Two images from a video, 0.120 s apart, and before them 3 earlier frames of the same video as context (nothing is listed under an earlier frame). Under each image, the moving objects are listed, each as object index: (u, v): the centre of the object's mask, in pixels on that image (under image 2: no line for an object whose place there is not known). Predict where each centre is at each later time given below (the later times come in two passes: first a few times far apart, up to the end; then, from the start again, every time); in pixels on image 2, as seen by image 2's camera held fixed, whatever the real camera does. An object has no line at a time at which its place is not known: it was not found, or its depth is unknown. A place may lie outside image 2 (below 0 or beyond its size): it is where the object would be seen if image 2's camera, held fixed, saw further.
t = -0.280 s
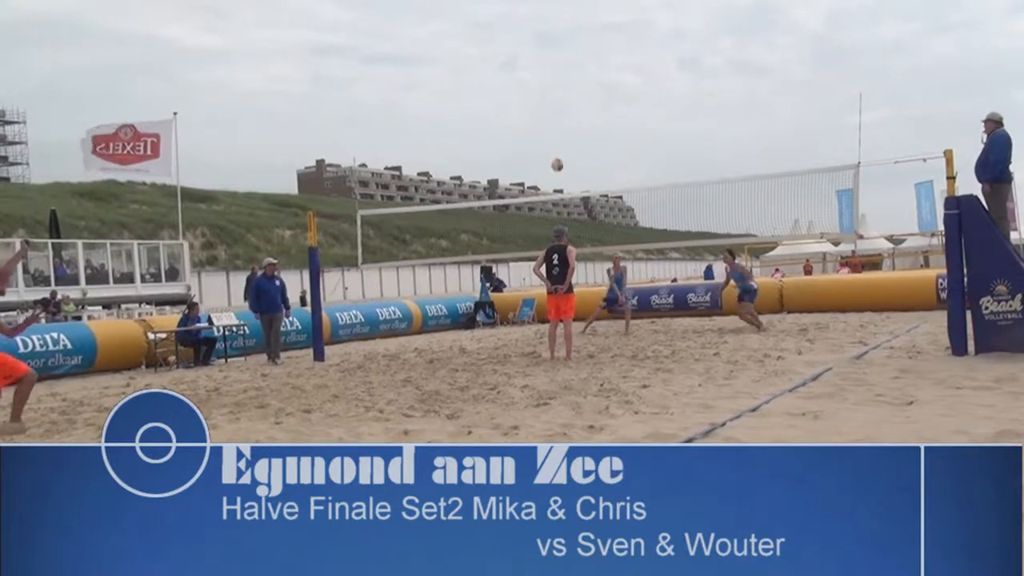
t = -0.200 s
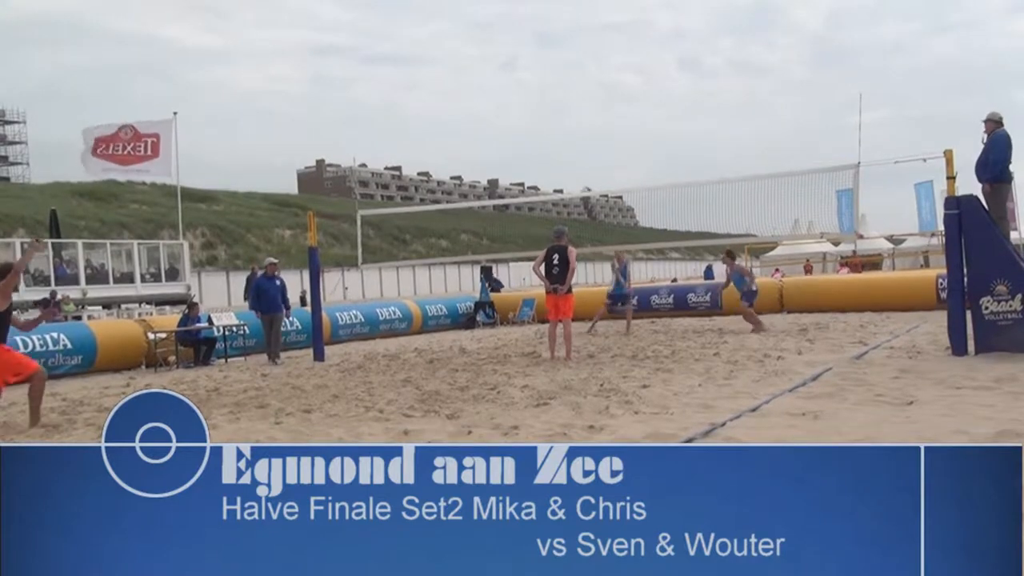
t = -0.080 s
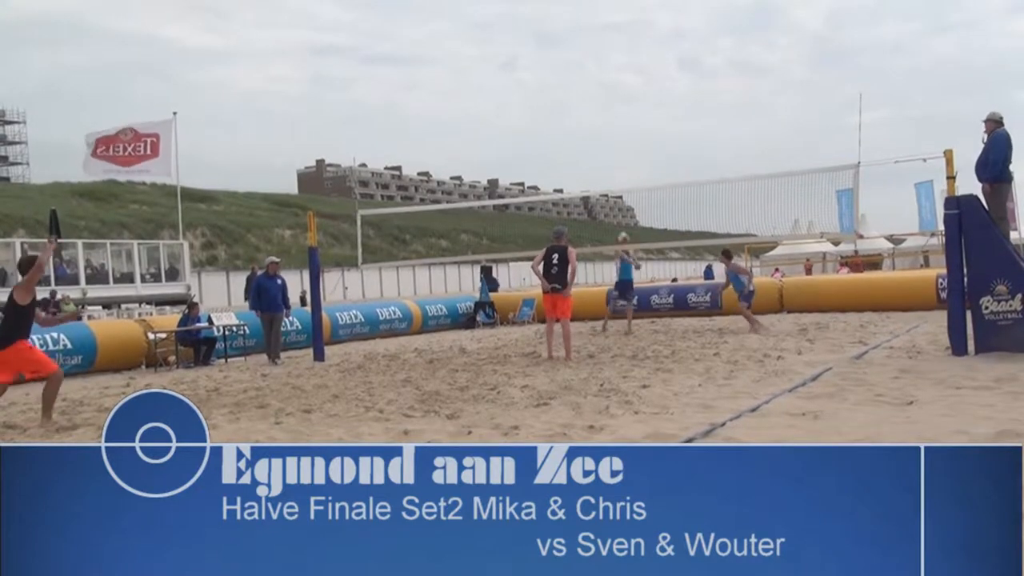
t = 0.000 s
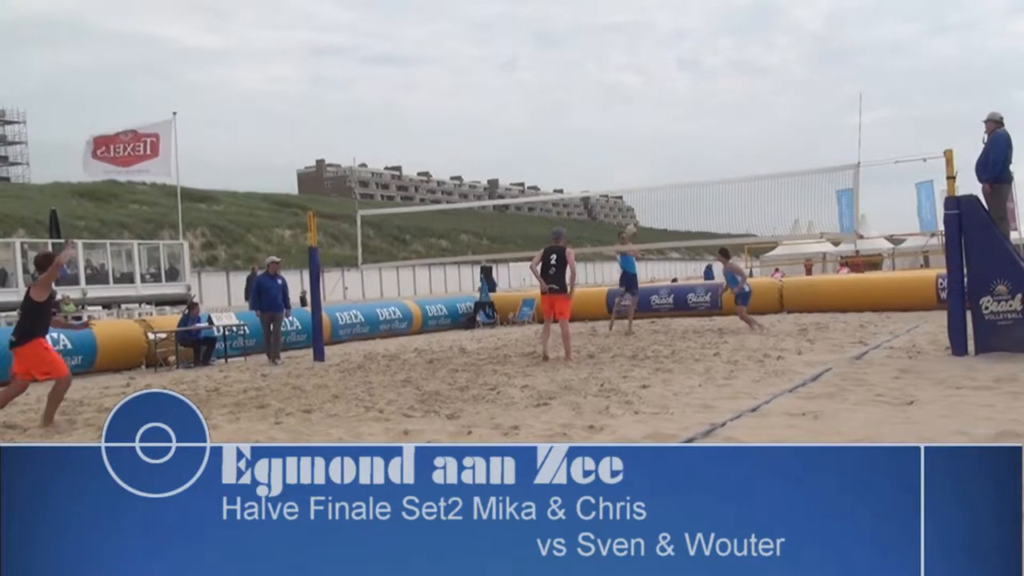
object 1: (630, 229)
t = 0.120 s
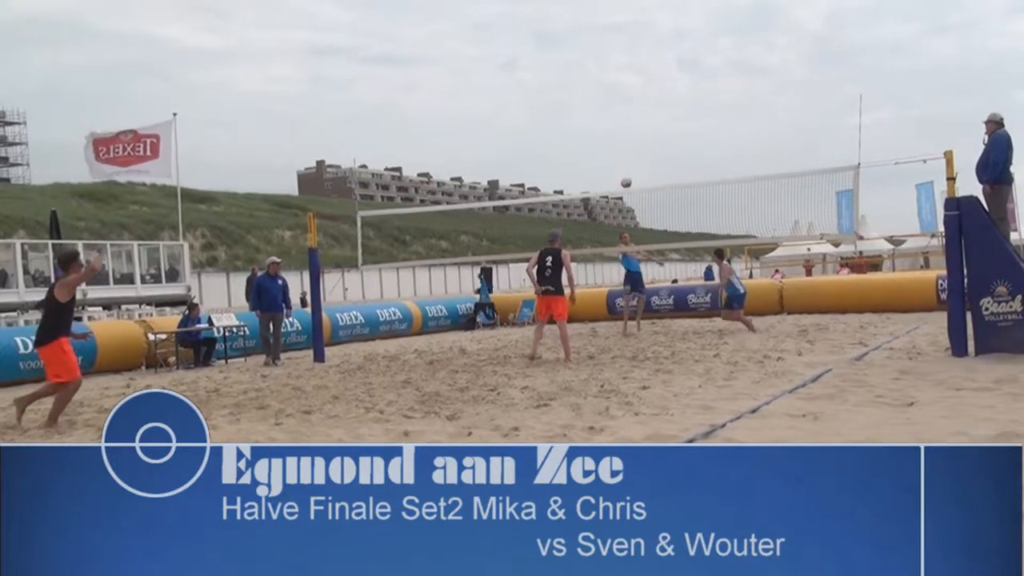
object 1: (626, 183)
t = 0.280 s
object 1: (618, 128)
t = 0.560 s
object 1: (600, 66)
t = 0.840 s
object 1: (581, 45)
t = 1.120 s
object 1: (558, 65)
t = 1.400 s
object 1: (533, 125)
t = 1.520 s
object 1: (521, 163)
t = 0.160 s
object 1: (624, 168)
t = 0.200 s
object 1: (622, 153)
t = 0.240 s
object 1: (620, 141)
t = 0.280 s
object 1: (618, 128)
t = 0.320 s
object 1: (616, 117)
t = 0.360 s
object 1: (613, 106)
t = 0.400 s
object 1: (611, 96)
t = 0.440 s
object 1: (608, 88)
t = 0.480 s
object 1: (606, 80)
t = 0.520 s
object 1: (603, 72)
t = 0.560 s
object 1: (600, 66)
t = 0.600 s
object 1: (598, 60)
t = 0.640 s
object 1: (595, 56)
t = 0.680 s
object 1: (592, 52)
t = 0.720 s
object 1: (590, 49)
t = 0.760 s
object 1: (586, 47)
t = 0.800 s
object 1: (583, 45)
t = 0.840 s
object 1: (581, 45)
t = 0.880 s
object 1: (577, 45)
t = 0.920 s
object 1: (574, 47)
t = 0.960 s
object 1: (571, 49)
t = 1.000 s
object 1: (568, 51)
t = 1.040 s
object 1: (565, 55)
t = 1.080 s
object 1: (562, 60)
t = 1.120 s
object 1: (558, 65)
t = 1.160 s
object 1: (555, 71)
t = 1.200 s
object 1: (552, 78)
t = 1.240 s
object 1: (548, 86)
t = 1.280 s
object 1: (544, 95)
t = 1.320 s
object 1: (541, 104)
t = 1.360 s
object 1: (536, 114)
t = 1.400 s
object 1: (533, 125)
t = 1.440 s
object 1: (529, 137)
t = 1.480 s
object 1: (525, 150)
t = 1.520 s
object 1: (521, 163)
